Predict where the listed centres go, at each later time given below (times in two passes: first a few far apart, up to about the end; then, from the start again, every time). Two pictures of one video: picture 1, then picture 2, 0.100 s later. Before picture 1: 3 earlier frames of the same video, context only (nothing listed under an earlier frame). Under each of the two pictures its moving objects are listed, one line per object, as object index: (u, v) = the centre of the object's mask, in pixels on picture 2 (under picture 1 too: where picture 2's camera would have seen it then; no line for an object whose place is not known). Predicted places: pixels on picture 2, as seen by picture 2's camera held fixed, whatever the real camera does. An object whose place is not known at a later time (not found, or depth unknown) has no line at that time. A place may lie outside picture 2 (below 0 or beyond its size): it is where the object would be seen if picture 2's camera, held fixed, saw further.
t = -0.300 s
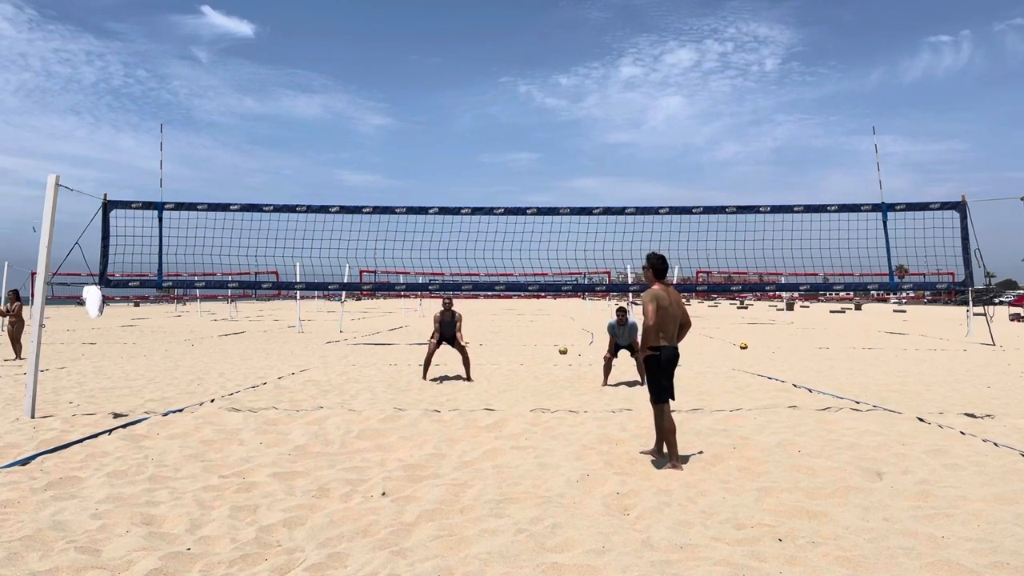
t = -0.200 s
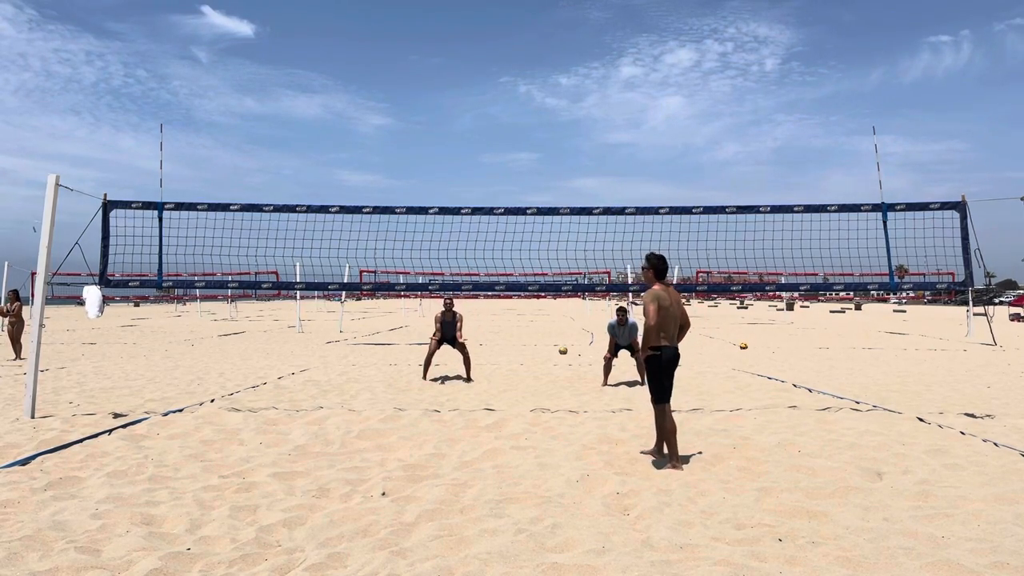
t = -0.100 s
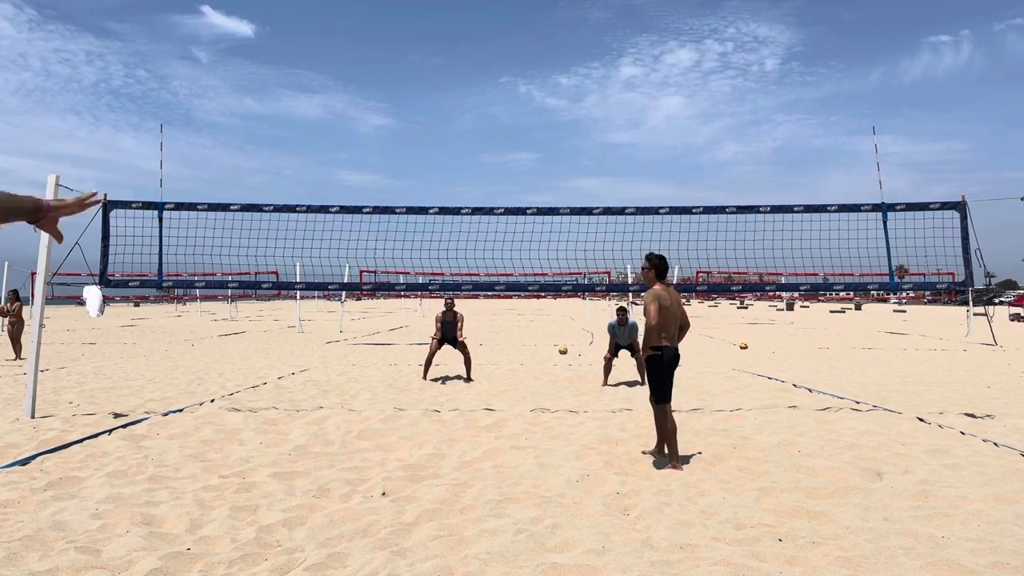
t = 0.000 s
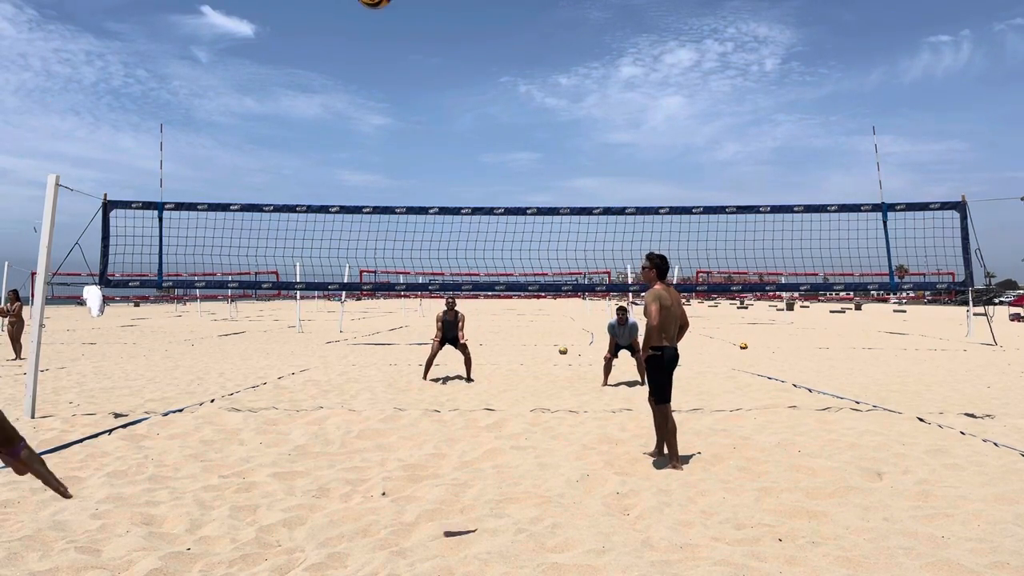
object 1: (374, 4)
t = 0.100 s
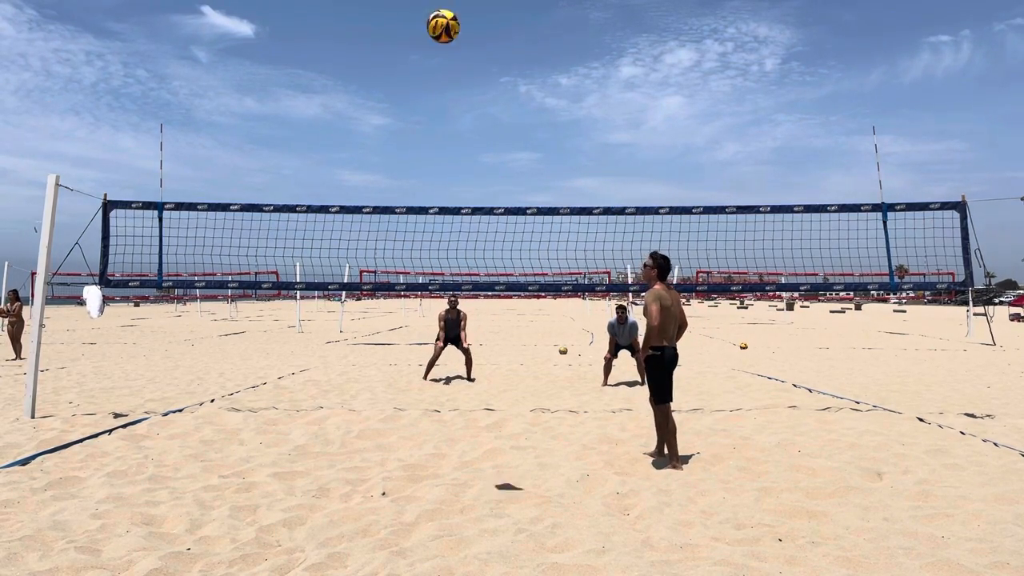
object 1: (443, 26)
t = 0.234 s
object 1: (501, 71)
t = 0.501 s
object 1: (574, 157)
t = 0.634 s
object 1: (600, 202)
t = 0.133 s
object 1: (460, 38)
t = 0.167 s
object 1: (475, 49)
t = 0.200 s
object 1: (488, 60)
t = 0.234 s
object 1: (501, 71)
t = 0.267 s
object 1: (512, 81)
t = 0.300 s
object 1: (523, 92)
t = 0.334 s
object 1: (533, 102)
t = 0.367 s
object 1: (542, 113)
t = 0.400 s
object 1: (550, 124)
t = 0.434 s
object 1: (558, 135)
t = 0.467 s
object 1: (566, 146)
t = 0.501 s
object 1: (574, 157)
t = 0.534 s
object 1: (581, 169)
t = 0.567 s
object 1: (588, 181)
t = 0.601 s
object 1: (595, 193)
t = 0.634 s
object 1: (600, 202)
